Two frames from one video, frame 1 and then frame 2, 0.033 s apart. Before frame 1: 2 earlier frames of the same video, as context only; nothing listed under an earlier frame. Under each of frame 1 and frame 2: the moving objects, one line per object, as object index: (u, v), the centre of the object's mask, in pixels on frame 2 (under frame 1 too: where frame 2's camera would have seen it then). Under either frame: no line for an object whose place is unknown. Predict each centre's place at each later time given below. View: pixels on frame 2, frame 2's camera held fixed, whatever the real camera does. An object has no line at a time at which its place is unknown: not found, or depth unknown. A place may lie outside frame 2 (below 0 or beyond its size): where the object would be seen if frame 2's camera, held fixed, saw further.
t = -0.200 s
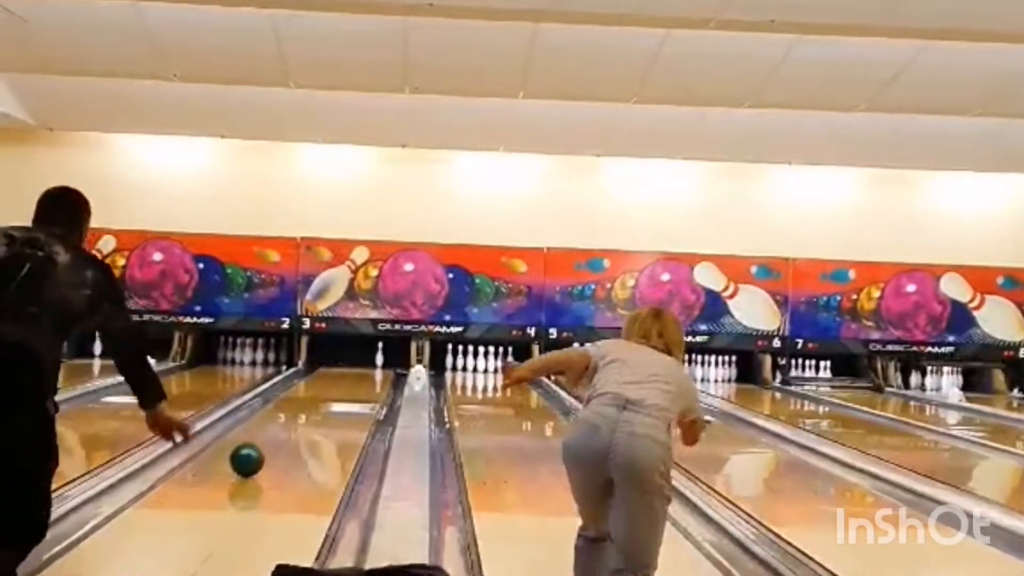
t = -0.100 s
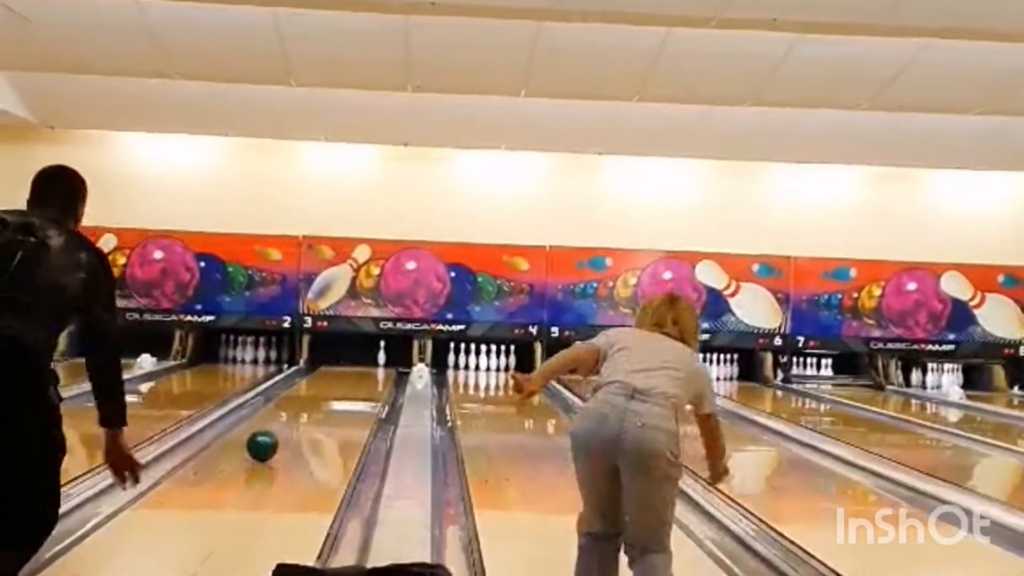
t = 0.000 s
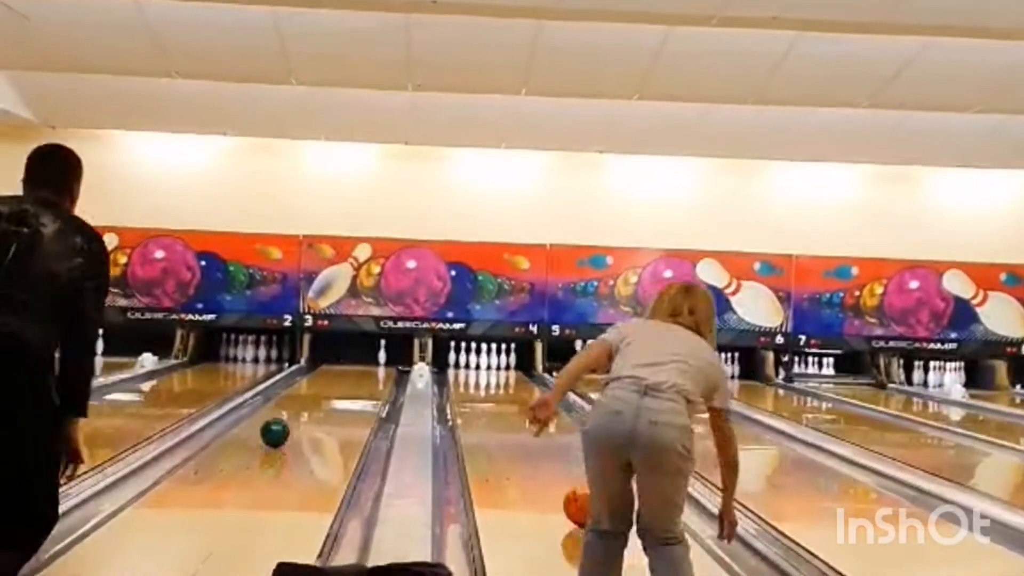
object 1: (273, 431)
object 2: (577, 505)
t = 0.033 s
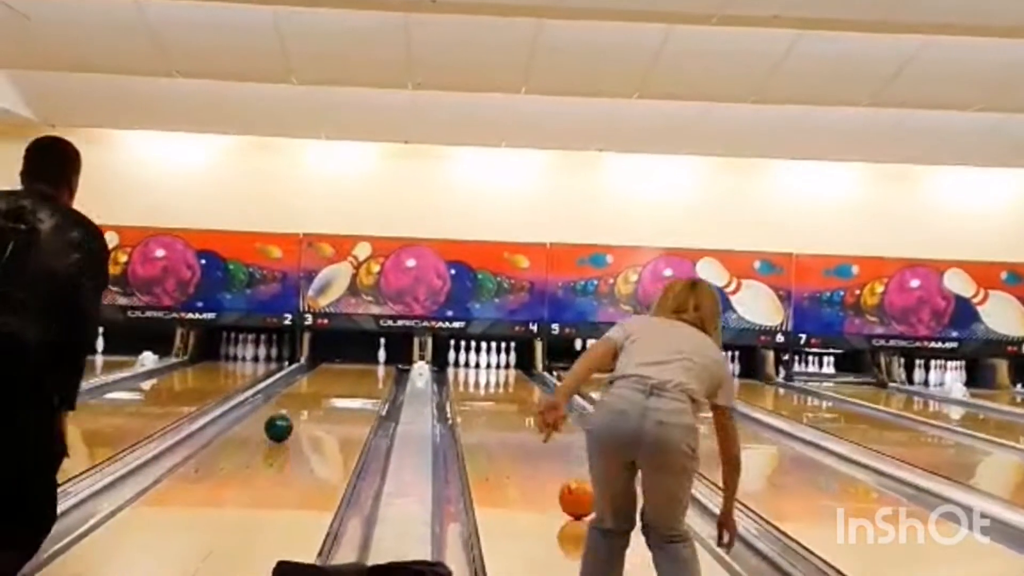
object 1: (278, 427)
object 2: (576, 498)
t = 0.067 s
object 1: (280, 424)
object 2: (572, 493)
